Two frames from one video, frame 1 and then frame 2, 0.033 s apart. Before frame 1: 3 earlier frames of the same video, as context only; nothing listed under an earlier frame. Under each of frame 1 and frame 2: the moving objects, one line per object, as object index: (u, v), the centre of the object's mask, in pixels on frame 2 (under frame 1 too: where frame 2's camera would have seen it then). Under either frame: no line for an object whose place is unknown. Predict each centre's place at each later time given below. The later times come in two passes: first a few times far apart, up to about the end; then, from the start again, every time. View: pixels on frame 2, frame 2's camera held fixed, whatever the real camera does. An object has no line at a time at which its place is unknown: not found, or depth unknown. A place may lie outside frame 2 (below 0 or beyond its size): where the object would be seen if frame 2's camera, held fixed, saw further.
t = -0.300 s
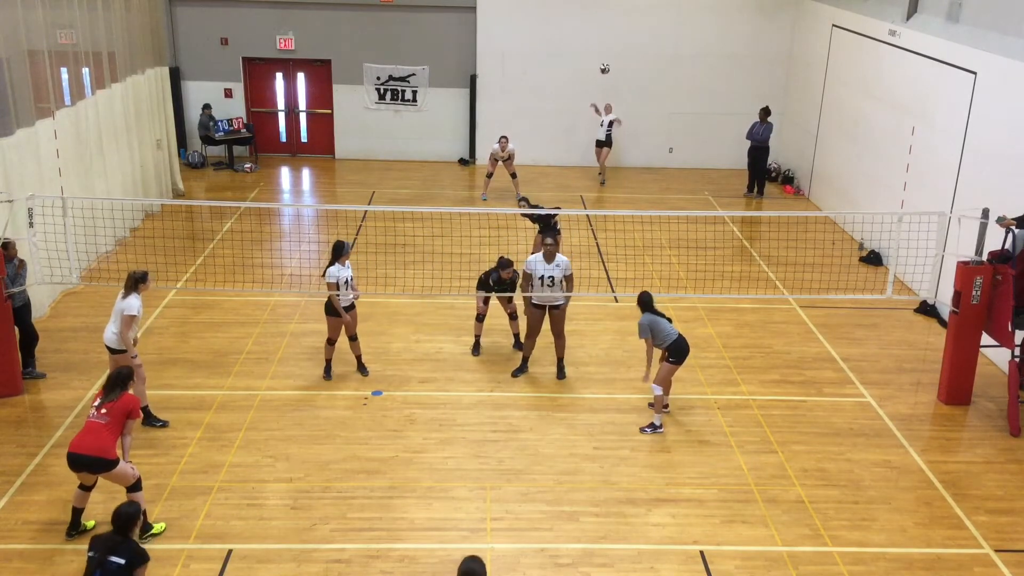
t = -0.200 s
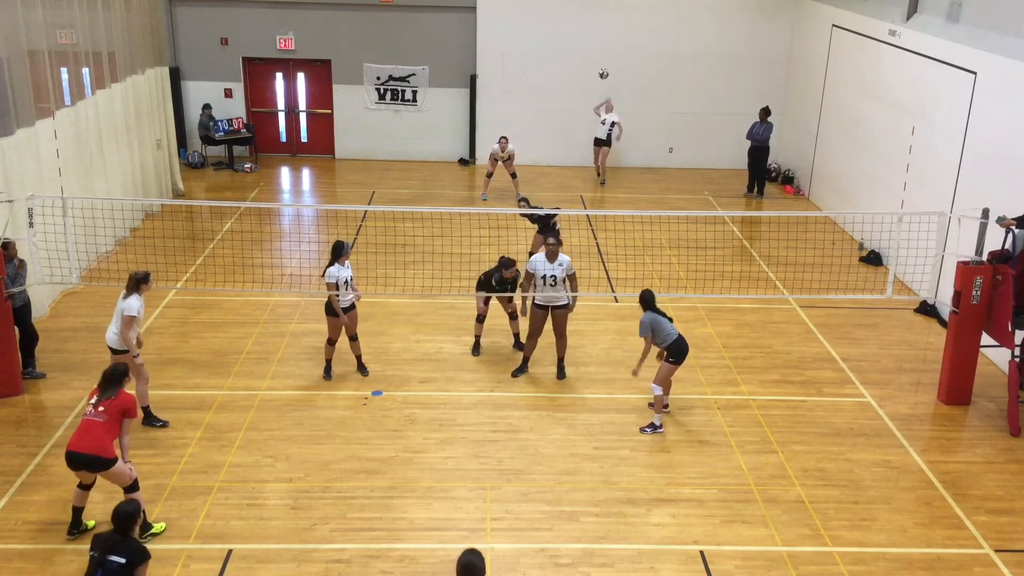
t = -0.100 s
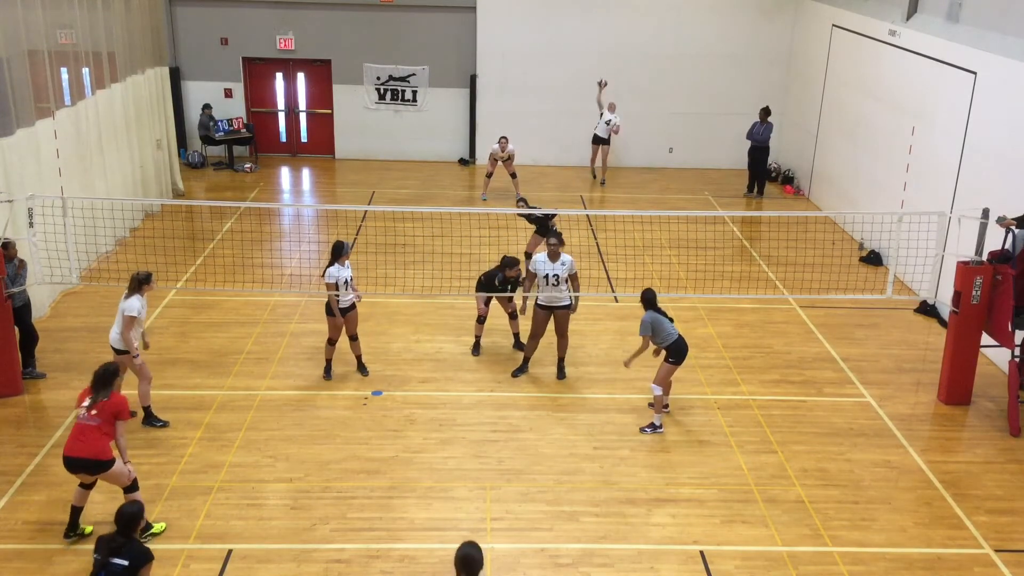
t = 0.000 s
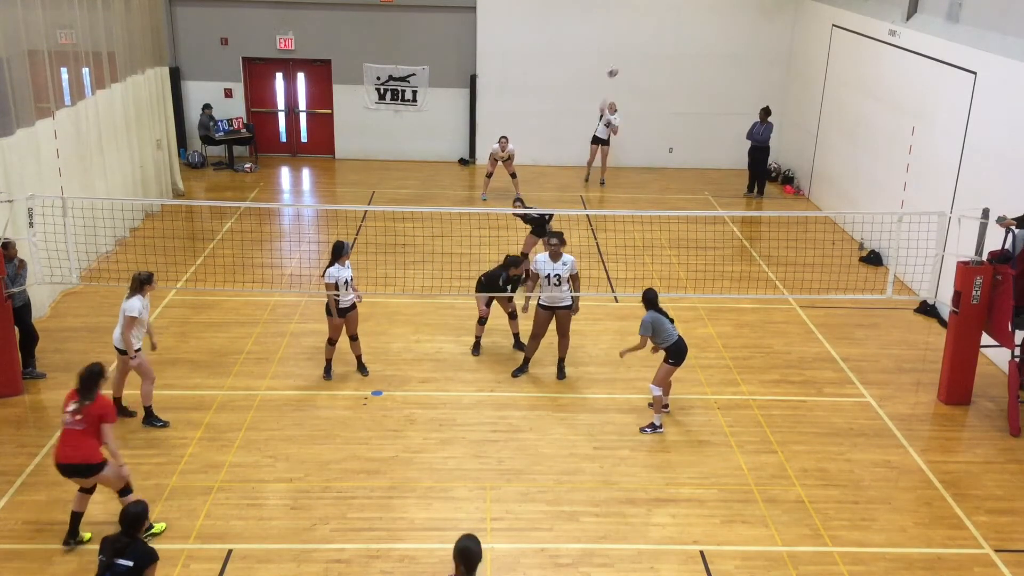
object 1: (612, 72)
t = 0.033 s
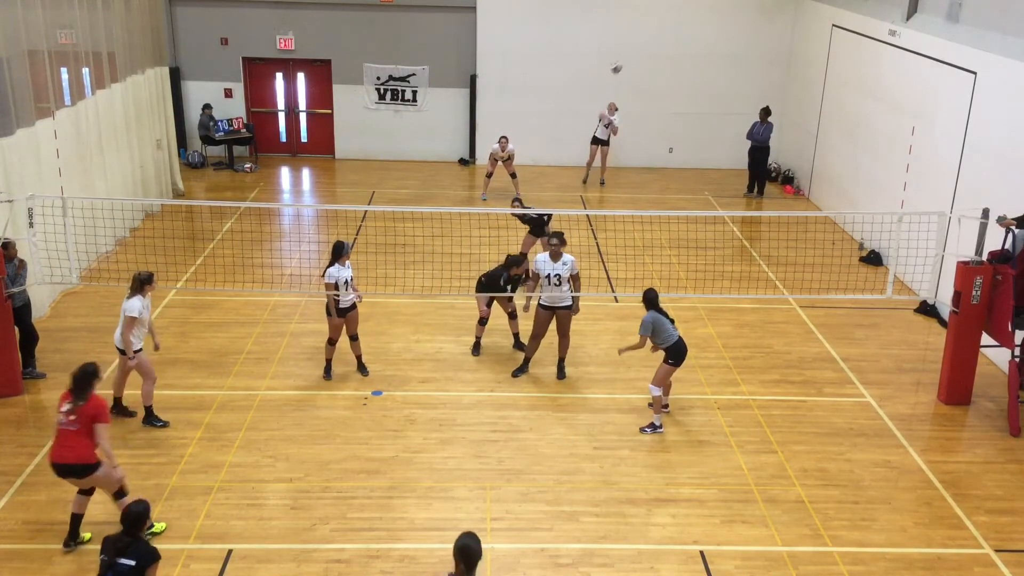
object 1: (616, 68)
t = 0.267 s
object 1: (643, 53)
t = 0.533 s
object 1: (678, 87)
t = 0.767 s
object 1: (726, 183)
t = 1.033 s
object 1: (812, 444)
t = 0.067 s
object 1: (620, 64)
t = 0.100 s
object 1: (623, 60)
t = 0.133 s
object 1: (627, 57)
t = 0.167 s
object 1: (631, 55)
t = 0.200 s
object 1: (635, 53)
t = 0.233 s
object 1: (639, 52)
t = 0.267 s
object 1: (643, 53)
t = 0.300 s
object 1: (647, 54)
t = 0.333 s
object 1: (650, 56)
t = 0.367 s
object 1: (654, 59)
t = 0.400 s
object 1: (659, 62)
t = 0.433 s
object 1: (663, 67)
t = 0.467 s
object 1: (668, 73)
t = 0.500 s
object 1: (673, 79)
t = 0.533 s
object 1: (678, 87)
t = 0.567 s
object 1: (684, 96)
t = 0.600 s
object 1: (689, 107)
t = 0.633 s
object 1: (696, 119)
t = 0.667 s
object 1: (703, 133)
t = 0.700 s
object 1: (709, 147)
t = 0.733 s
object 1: (717, 165)
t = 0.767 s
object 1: (726, 183)
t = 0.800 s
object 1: (735, 204)
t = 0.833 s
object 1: (745, 229)
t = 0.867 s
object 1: (754, 256)
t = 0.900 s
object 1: (764, 285)
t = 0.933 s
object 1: (775, 319)
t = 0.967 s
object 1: (786, 357)
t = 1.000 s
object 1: (799, 399)
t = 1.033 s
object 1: (812, 444)
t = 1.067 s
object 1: (825, 494)
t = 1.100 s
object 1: (840, 546)
